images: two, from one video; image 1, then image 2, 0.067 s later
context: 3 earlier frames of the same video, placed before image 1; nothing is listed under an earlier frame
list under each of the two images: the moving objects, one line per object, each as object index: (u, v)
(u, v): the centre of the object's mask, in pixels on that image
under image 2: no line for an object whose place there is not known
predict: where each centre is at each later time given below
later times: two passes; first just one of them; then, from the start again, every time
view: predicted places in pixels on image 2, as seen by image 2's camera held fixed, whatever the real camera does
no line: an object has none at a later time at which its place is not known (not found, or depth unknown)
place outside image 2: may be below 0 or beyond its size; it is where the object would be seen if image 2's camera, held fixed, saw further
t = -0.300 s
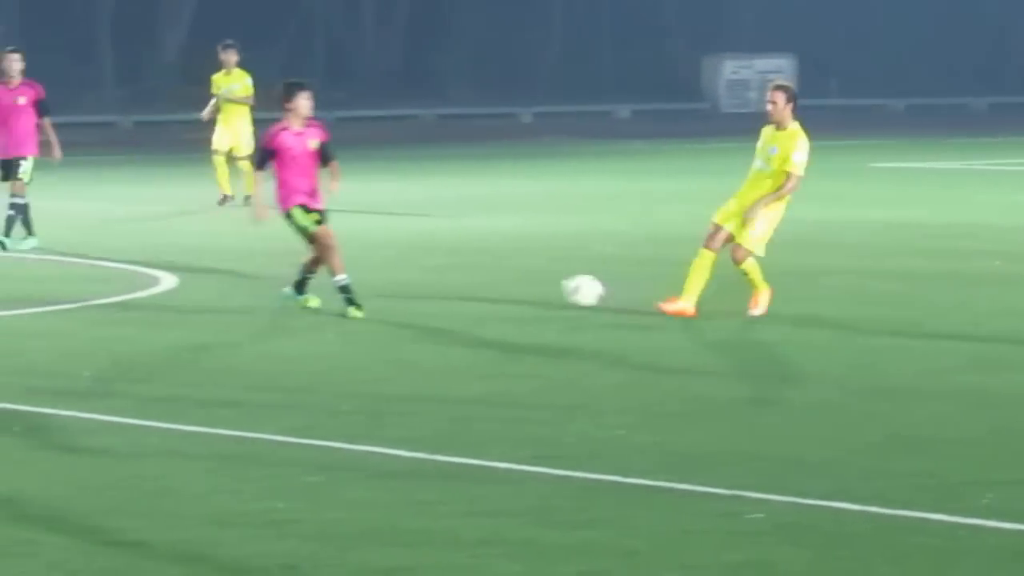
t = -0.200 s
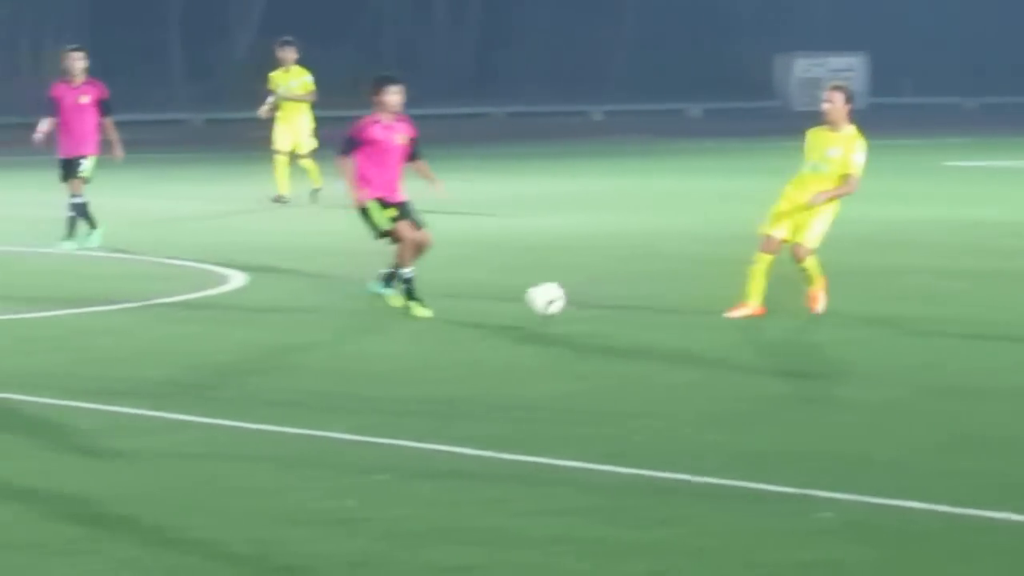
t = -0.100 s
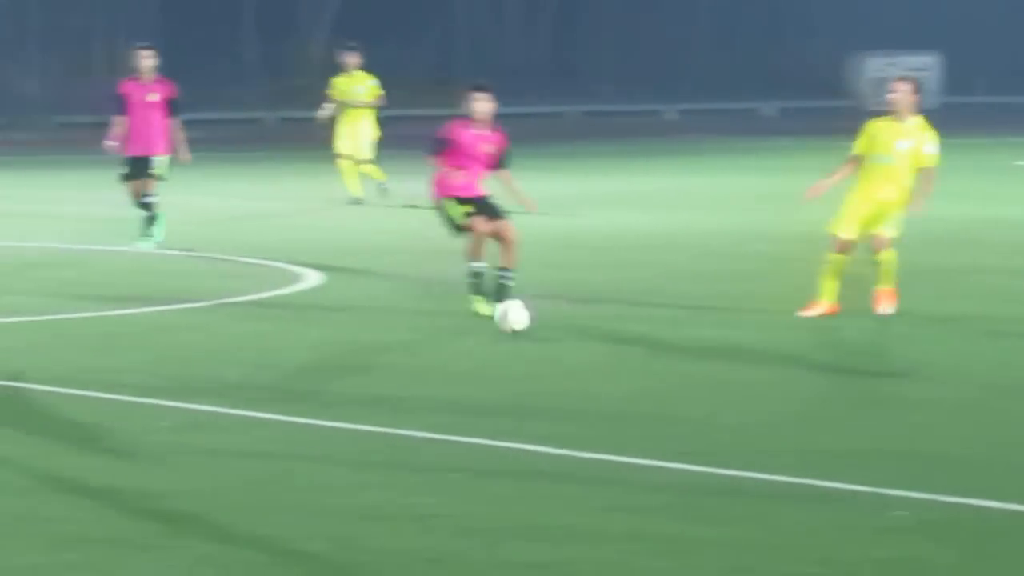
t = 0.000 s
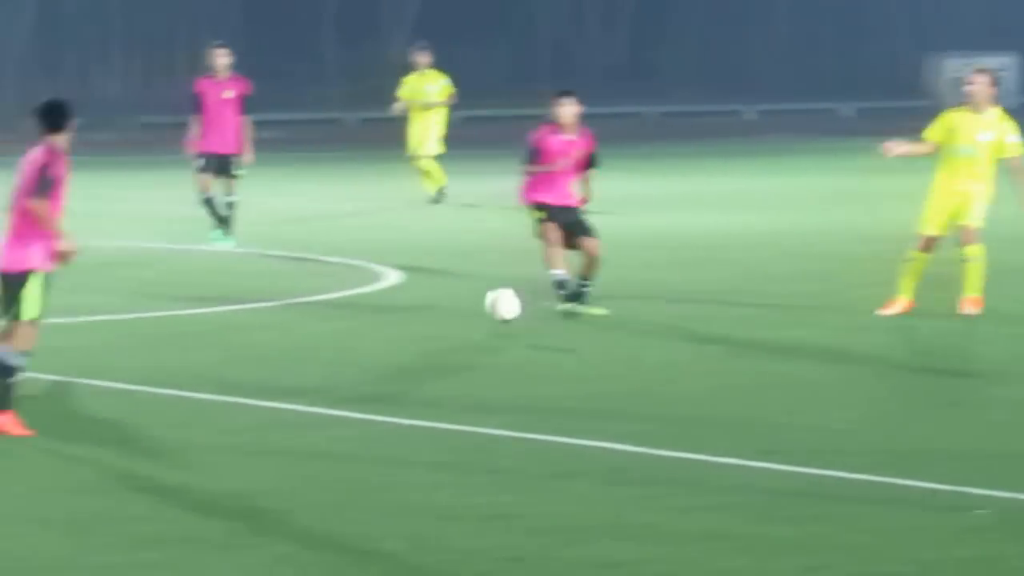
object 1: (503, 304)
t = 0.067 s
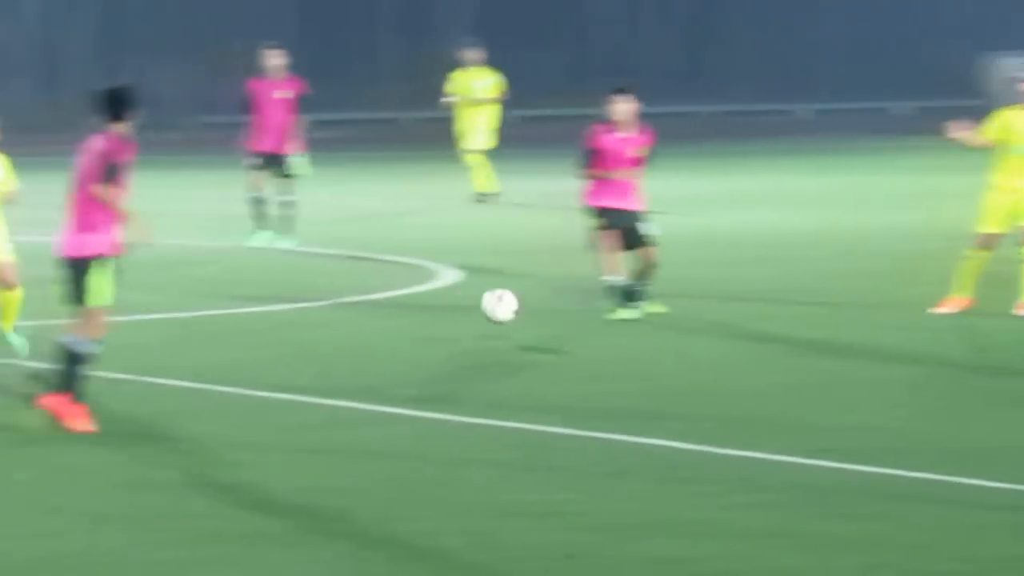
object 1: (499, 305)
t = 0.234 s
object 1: (363, 327)
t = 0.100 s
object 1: (471, 310)
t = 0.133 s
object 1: (444, 316)
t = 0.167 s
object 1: (415, 324)
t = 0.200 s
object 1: (388, 332)
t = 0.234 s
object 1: (363, 327)
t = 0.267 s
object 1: (337, 324)
